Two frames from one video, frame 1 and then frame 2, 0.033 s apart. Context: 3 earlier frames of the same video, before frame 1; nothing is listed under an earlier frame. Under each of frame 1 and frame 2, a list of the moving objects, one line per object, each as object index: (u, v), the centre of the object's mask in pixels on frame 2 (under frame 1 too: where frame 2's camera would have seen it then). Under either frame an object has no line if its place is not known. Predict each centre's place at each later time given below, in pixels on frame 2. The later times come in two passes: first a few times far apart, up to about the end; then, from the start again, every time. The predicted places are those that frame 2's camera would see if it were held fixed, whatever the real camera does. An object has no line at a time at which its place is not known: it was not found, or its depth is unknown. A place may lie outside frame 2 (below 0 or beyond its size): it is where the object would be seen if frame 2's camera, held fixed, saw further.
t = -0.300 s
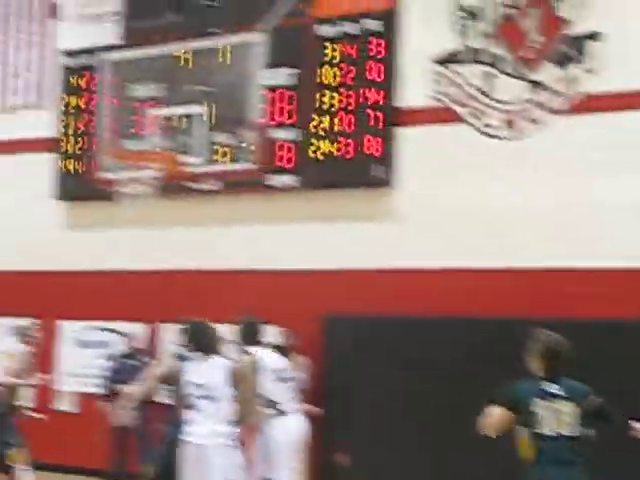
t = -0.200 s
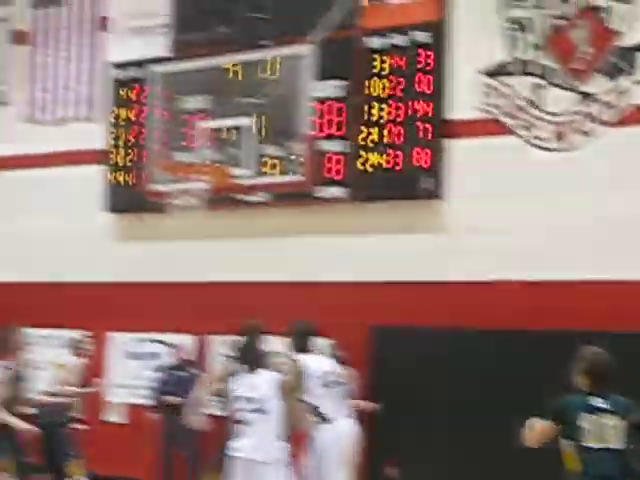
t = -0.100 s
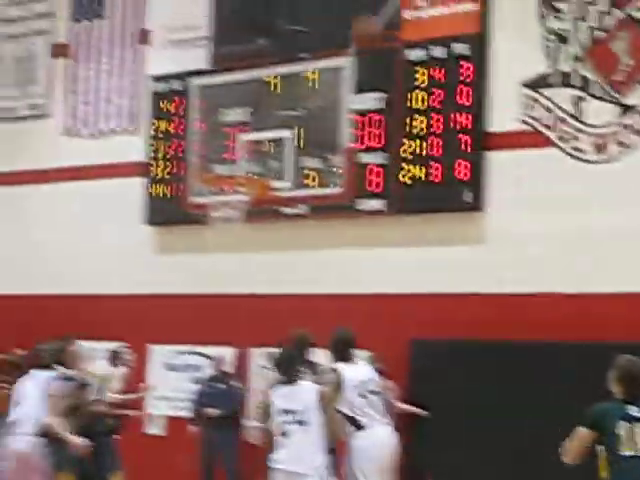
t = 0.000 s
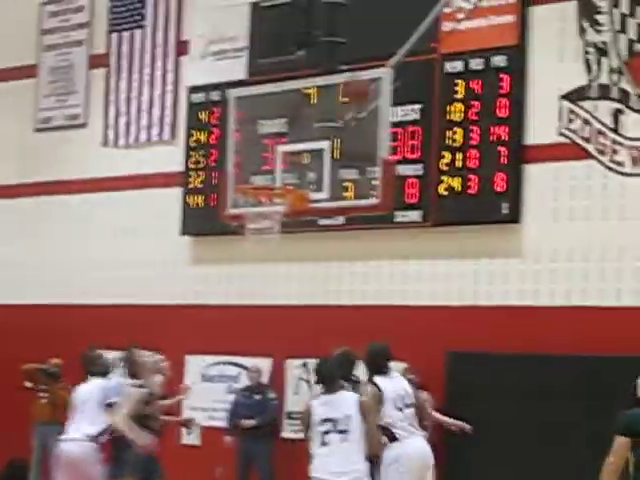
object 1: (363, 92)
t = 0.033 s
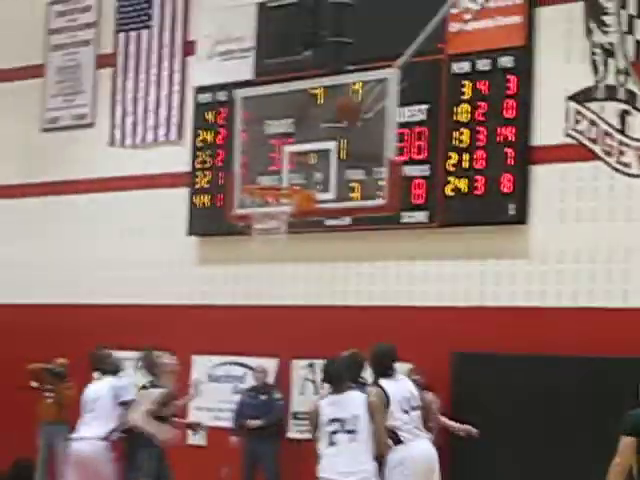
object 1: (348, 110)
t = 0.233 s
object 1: (263, 156)
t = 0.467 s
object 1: (169, 129)
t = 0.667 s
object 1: (87, 155)
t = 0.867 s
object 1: (4, 228)
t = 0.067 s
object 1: (334, 125)
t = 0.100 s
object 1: (319, 142)
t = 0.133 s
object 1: (306, 166)
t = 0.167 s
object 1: (294, 172)
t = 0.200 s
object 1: (277, 168)
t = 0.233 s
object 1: (263, 156)
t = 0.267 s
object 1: (250, 152)
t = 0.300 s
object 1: (236, 143)
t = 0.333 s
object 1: (222, 136)
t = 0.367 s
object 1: (207, 132)
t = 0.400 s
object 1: (194, 129)
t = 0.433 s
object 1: (180, 128)
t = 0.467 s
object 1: (169, 129)
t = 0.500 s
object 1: (154, 130)
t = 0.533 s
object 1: (140, 132)
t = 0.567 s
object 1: (128, 136)
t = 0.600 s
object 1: (115, 141)
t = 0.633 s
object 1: (101, 147)
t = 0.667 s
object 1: (87, 155)
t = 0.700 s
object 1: (74, 163)
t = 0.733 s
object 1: (60, 174)
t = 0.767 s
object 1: (46, 186)
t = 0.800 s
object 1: (32, 198)
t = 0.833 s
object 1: (18, 212)
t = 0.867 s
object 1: (4, 228)
